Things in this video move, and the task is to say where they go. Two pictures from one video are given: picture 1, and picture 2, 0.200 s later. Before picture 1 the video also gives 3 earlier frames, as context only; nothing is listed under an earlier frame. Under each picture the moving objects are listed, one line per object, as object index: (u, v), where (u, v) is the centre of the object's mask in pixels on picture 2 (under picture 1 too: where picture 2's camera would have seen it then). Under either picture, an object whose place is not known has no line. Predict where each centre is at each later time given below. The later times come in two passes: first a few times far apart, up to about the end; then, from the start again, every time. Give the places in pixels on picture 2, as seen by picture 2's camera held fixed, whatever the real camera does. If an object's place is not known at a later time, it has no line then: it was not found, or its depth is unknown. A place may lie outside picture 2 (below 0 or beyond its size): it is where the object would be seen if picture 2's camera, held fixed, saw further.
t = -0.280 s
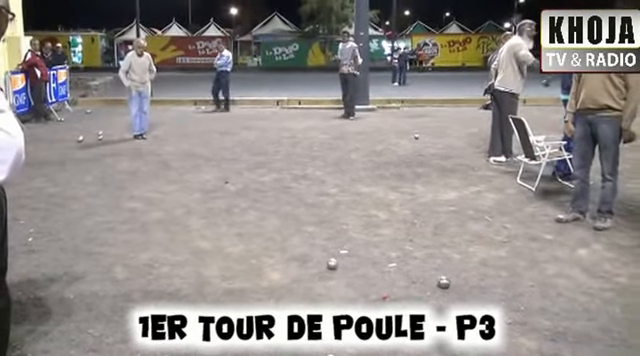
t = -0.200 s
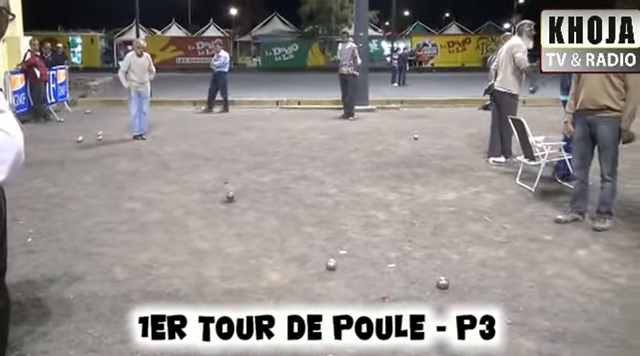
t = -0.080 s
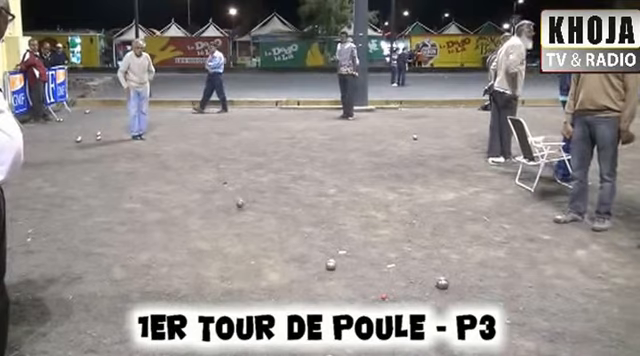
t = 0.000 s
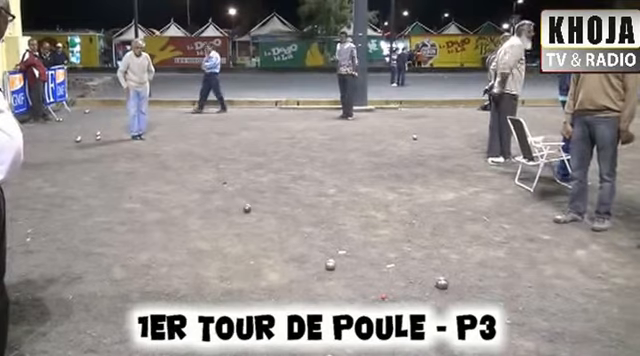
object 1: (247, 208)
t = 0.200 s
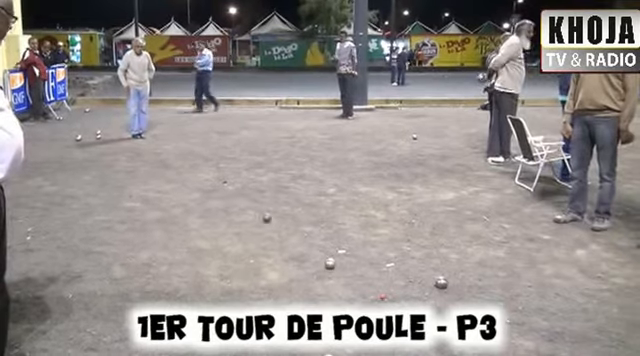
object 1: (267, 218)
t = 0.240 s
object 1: (270, 220)
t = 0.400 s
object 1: (284, 227)
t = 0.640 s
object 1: (303, 236)
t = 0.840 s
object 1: (320, 245)
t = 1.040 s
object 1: (333, 251)
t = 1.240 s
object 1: (346, 255)
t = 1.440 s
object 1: (354, 260)
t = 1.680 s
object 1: (359, 263)
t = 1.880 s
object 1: (361, 264)
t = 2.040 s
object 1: (362, 264)
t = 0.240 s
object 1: (270, 220)
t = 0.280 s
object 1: (274, 222)
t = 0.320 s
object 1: (277, 222)
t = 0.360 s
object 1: (280, 225)
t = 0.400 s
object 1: (284, 227)
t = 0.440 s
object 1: (287, 228)
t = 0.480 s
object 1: (290, 229)
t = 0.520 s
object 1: (294, 232)
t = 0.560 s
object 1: (297, 233)
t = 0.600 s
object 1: (300, 234)
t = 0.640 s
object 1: (303, 236)
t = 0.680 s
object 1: (306, 238)
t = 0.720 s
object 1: (309, 239)
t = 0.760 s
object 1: (313, 241)
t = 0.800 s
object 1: (316, 243)
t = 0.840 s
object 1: (320, 245)
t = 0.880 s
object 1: (322, 245)
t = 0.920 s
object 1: (325, 247)
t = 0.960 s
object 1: (328, 249)
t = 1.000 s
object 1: (331, 249)
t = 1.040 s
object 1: (333, 251)
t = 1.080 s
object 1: (336, 252)
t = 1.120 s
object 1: (339, 253)
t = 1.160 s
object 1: (342, 254)
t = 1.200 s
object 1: (344, 255)
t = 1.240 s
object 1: (346, 255)
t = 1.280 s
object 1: (348, 257)
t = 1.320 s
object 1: (350, 257)
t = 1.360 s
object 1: (352, 258)
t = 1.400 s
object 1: (353, 259)
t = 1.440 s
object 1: (354, 260)
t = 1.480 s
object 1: (355, 261)
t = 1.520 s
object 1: (357, 261)
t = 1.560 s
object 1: (357, 262)
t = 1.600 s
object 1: (358, 263)
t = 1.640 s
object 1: (358, 263)
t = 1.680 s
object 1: (359, 263)
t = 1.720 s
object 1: (359, 264)
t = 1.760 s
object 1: (360, 264)
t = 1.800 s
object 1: (361, 264)
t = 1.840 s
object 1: (361, 264)
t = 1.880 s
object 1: (361, 264)
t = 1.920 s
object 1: (361, 264)
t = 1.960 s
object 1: (361, 264)
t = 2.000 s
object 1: (361, 264)
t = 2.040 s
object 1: (362, 264)
